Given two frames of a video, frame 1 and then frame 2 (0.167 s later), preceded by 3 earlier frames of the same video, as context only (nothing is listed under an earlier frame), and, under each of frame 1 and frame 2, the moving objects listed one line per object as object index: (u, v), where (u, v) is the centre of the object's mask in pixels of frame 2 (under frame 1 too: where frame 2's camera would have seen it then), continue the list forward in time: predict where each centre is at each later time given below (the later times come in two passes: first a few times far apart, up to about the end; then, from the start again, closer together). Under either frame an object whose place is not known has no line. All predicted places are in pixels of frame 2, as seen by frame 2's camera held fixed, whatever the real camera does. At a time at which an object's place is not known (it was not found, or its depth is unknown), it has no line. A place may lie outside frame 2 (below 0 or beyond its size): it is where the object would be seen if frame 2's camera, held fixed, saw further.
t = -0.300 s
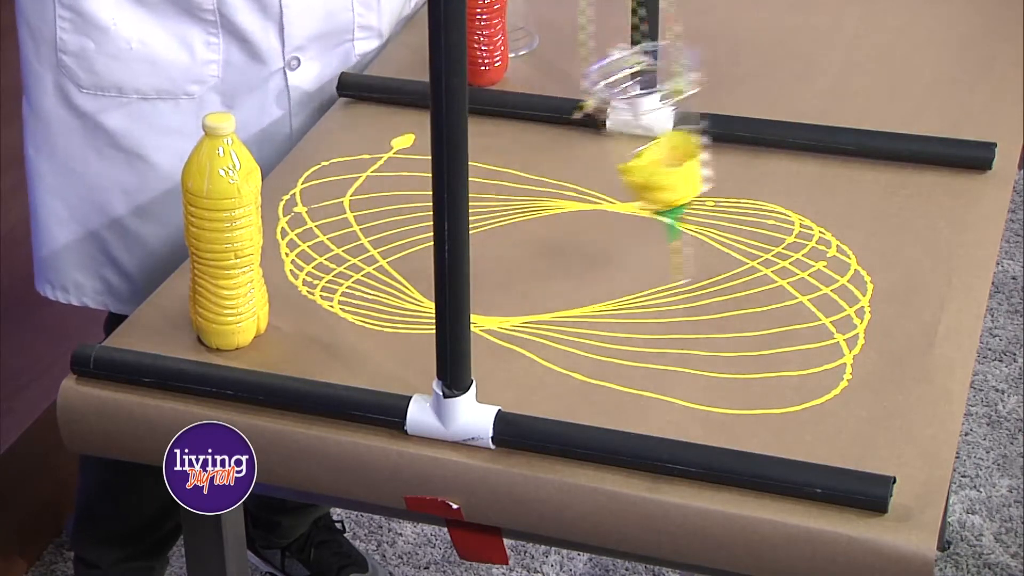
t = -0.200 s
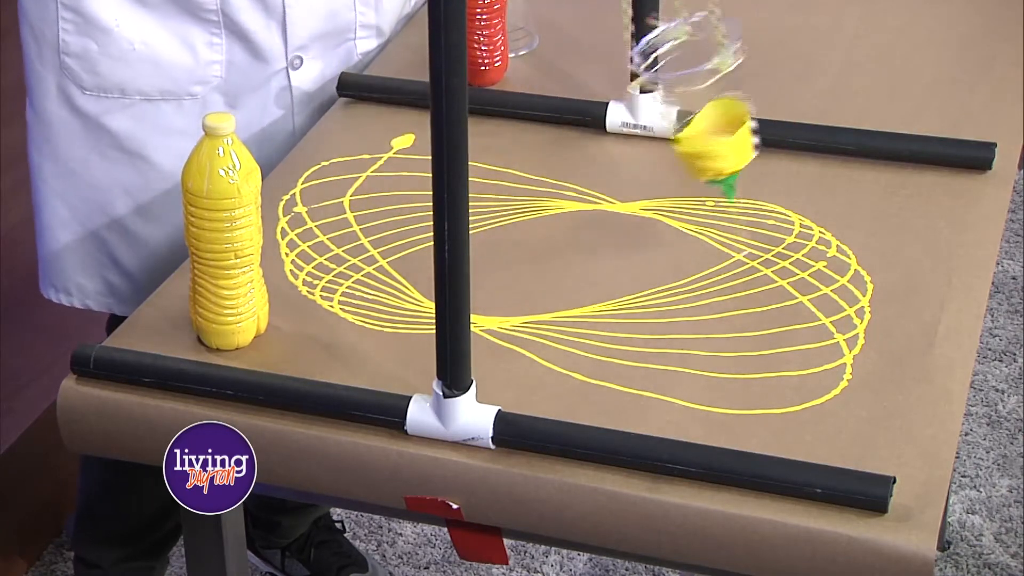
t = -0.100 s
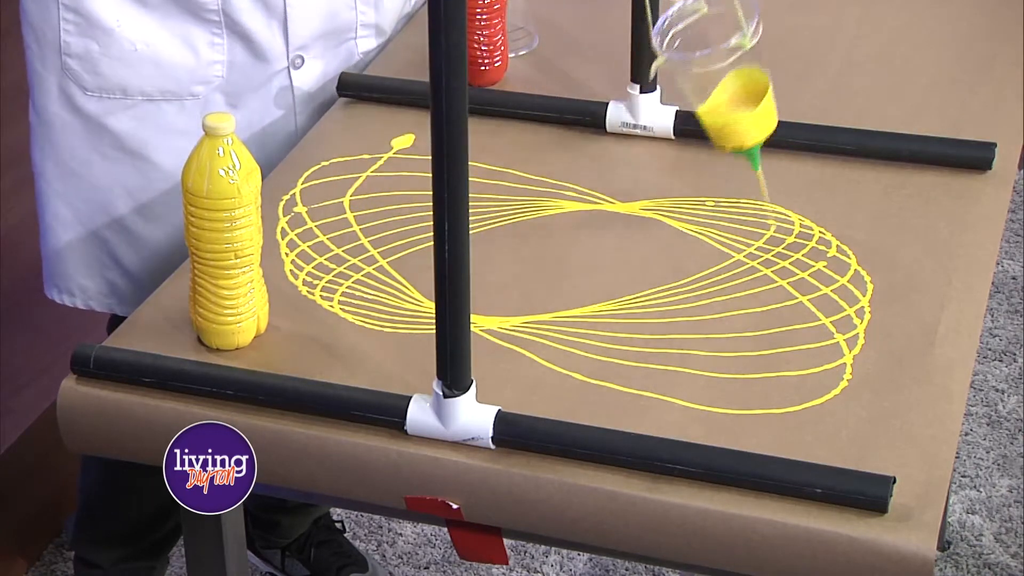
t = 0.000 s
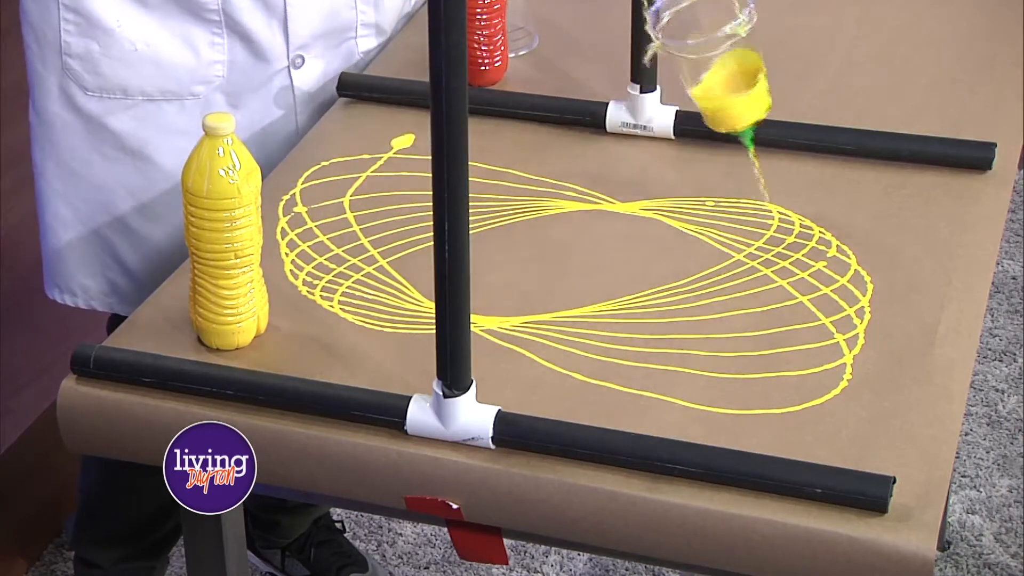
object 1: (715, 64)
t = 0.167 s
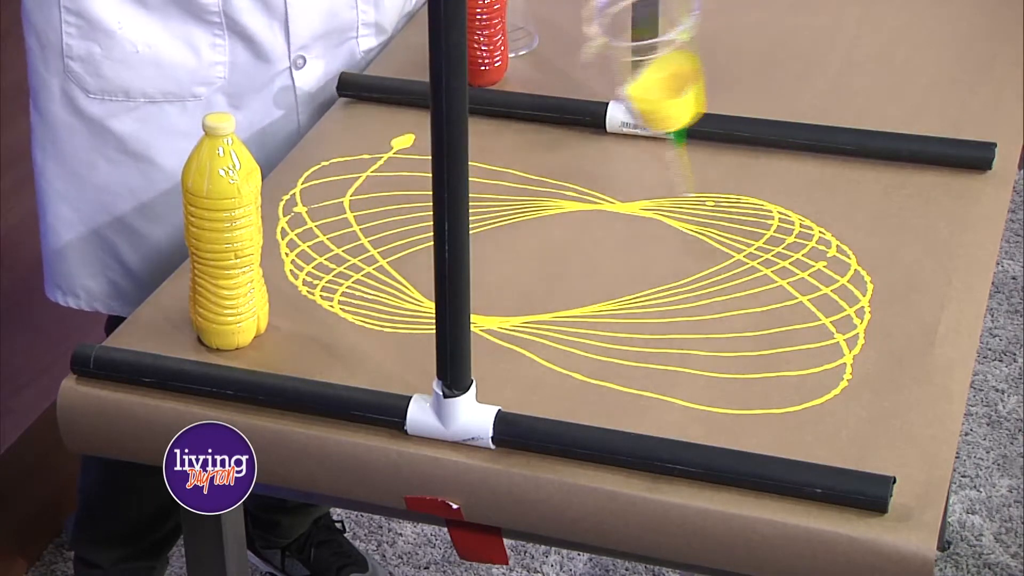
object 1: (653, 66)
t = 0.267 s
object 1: (592, 68)
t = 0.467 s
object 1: (477, 92)
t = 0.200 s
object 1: (634, 66)
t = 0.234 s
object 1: (611, 71)
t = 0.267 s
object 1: (592, 68)
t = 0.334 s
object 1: (551, 77)
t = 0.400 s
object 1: (512, 86)
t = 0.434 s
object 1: (499, 94)
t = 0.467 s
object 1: (477, 92)
